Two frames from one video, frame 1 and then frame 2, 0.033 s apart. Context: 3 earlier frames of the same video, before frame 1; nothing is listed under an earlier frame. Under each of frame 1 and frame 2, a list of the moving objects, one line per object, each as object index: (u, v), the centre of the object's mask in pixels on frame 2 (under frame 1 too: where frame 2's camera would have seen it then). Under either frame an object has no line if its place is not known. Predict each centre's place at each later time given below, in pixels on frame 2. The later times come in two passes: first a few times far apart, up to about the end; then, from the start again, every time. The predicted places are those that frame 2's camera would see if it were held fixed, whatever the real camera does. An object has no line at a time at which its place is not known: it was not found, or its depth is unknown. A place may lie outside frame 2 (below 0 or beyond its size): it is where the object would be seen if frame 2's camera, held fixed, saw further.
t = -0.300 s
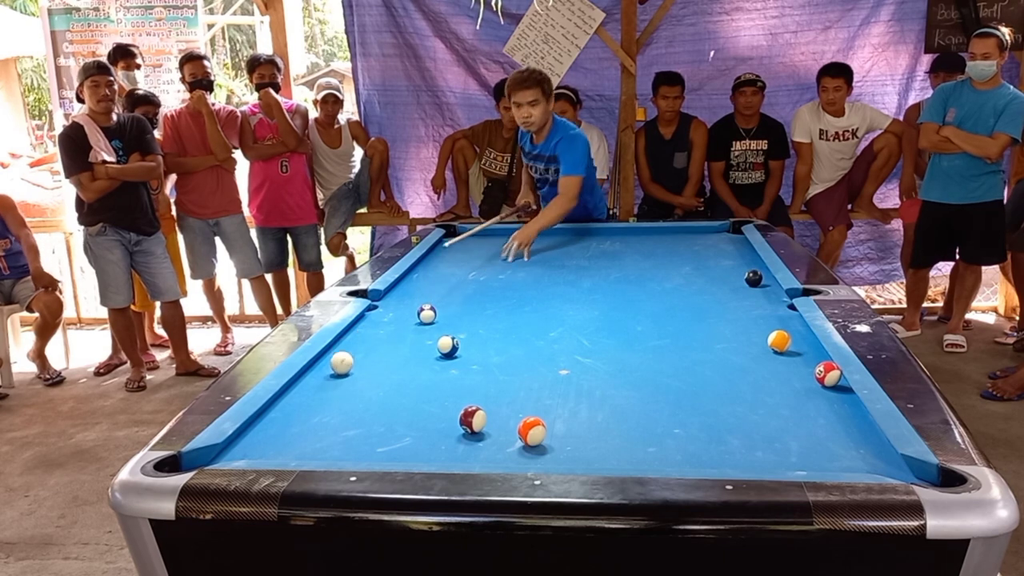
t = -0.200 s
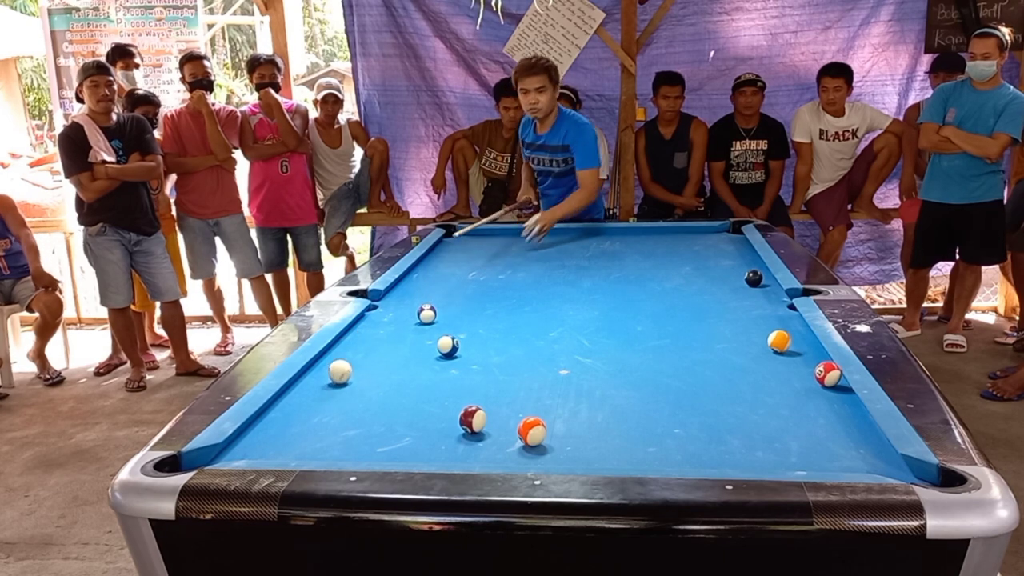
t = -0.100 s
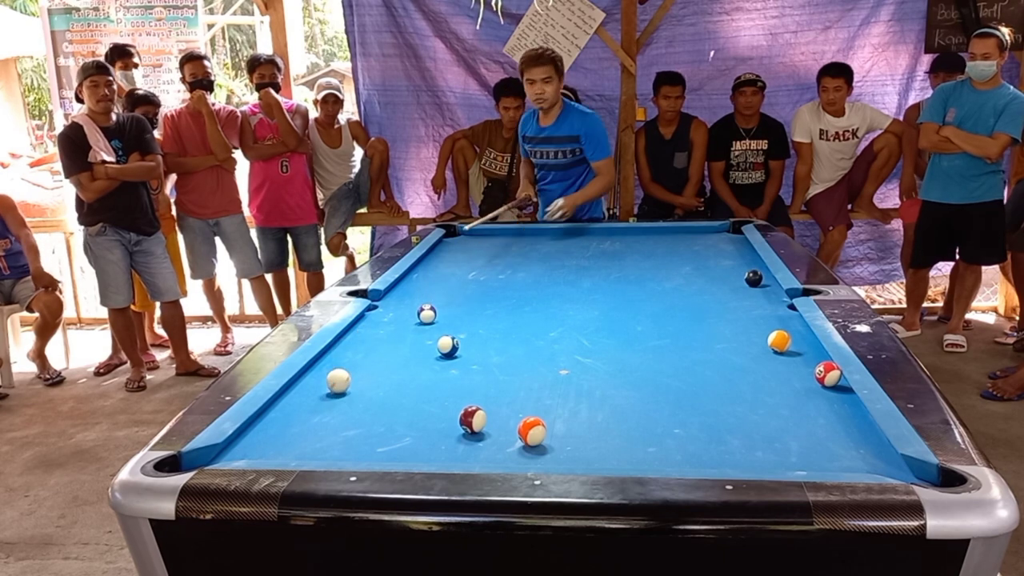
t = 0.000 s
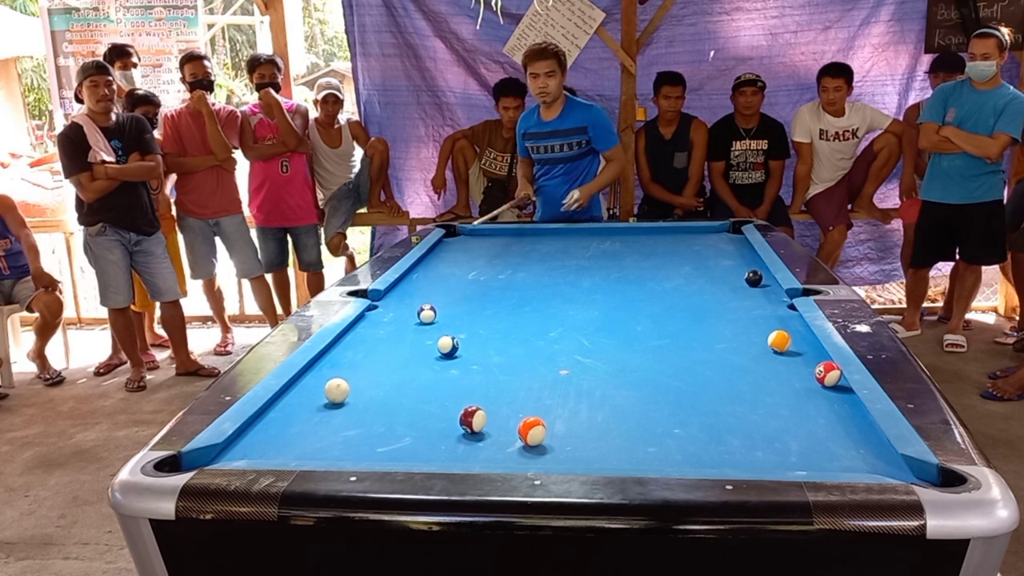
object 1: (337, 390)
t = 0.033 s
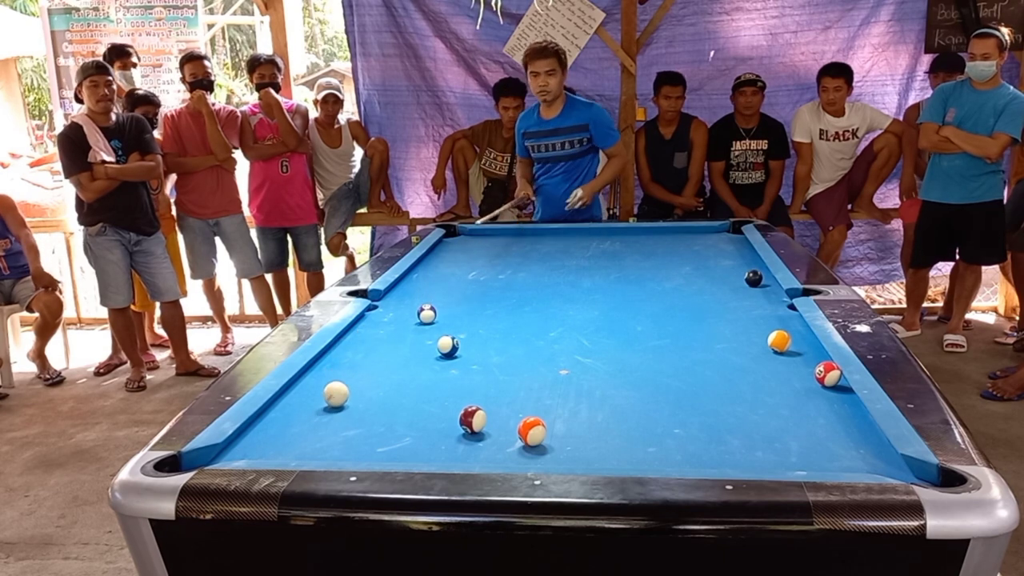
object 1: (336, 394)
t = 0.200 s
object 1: (333, 412)
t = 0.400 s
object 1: (328, 435)
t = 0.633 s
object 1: (330, 452)
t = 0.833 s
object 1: (363, 444)
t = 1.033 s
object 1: (393, 432)
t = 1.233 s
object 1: (419, 421)
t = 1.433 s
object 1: (442, 411)
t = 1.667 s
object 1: (467, 399)
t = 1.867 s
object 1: (486, 394)
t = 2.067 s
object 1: (504, 387)
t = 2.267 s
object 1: (520, 381)
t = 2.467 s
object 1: (533, 375)
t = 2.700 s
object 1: (548, 370)
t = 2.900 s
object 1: (559, 365)
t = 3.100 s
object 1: (569, 362)
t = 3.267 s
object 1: (577, 359)
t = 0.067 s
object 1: (335, 397)
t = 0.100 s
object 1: (335, 400)
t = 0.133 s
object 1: (334, 404)
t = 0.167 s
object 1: (333, 408)
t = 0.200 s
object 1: (333, 412)
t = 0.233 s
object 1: (332, 415)
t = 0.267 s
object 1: (331, 419)
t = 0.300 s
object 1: (330, 423)
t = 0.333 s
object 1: (330, 427)
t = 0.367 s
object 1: (329, 431)
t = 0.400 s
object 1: (328, 435)
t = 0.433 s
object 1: (327, 439)
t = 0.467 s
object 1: (327, 443)
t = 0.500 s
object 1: (326, 447)
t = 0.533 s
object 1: (325, 449)
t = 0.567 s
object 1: (324, 452)
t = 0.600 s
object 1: (324, 454)
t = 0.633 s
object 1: (330, 452)
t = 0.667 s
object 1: (336, 451)
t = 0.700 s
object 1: (341, 450)
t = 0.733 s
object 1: (347, 449)
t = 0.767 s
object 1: (353, 448)
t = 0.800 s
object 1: (358, 446)
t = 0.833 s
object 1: (363, 444)
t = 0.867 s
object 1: (368, 442)
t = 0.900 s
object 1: (373, 439)
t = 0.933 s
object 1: (378, 438)
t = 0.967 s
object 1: (383, 436)
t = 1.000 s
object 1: (388, 434)
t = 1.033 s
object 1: (393, 432)
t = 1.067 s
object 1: (397, 430)
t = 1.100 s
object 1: (402, 428)
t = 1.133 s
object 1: (406, 426)
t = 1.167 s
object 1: (411, 424)
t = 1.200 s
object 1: (415, 423)
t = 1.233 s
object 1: (419, 421)
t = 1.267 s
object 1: (423, 419)
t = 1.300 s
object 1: (427, 418)
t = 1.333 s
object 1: (431, 416)
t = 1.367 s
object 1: (435, 414)
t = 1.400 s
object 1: (439, 413)
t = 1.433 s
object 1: (442, 411)
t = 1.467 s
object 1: (446, 410)
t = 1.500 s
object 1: (450, 408)
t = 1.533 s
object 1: (453, 406)
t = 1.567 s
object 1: (456, 404)
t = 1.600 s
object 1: (459, 402)
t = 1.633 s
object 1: (463, 400)
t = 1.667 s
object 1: (467, 399)
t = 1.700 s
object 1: (471, 398)
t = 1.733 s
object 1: (474, 397)
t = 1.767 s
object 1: (477, 396)
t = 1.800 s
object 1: (481, 396)
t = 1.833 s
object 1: (483, 395)
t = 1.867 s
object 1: (486, 394)
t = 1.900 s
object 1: (489, 392)
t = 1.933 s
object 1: (492, 391)
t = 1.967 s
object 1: (495, 390)
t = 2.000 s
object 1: (498, 389)
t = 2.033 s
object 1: (501, 388)
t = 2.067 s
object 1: (504, 387)
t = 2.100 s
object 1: (507, 386)
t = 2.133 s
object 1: (509, 385)
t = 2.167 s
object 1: (512, 384)
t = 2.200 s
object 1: (514, 383)
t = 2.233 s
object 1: (517, 382)
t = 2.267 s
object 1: (520, 381)
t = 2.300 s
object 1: (522, 380)
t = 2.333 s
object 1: (524, 379)
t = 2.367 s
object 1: (527, 378)
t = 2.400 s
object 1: (529, 377)
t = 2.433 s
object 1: (531, 376)
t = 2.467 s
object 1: (533, 375)
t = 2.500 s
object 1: (536, 375)
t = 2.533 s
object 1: (538, 374)
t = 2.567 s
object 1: (540, 373)
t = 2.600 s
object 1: (542, 372)
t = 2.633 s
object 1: (544, 371)
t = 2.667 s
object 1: (546, 370)
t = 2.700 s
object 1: (548, 370)
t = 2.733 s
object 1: (550, 369)
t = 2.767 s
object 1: (552, 369)
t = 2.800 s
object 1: (554, 368)
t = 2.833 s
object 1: (556, 367)
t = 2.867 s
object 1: (558, 366)
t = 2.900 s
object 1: (559, 365)
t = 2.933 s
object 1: (561, 365)
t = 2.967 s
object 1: (563, 364)
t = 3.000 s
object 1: (564, 364)
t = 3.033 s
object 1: (566, 363)
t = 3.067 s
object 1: (568, 362)
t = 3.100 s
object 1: (569, 362)
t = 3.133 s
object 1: (571, 361)
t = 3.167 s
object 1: (572, 361)
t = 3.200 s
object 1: (574, 360)
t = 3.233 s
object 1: (576, 360)
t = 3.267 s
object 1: (577, 359)
